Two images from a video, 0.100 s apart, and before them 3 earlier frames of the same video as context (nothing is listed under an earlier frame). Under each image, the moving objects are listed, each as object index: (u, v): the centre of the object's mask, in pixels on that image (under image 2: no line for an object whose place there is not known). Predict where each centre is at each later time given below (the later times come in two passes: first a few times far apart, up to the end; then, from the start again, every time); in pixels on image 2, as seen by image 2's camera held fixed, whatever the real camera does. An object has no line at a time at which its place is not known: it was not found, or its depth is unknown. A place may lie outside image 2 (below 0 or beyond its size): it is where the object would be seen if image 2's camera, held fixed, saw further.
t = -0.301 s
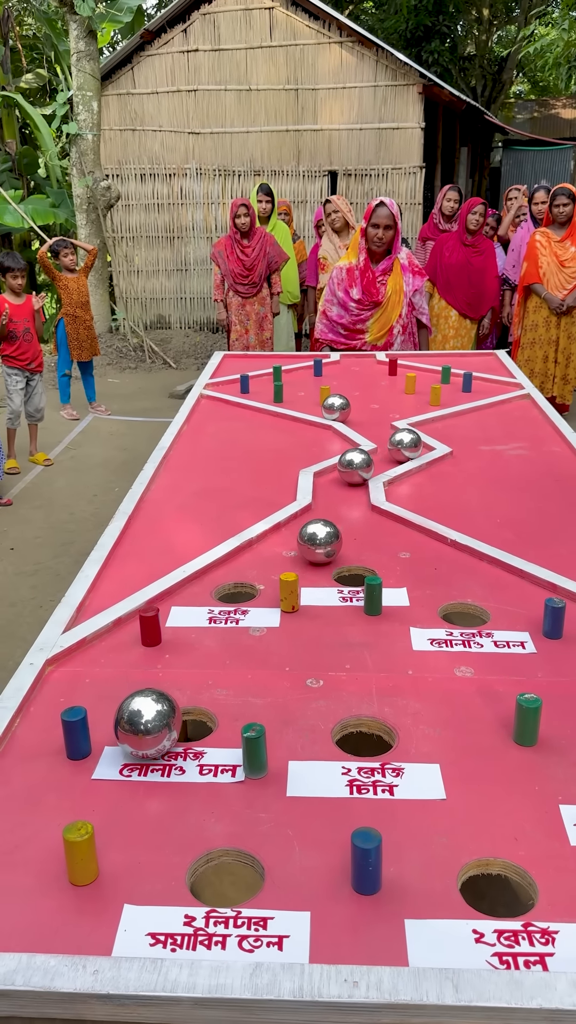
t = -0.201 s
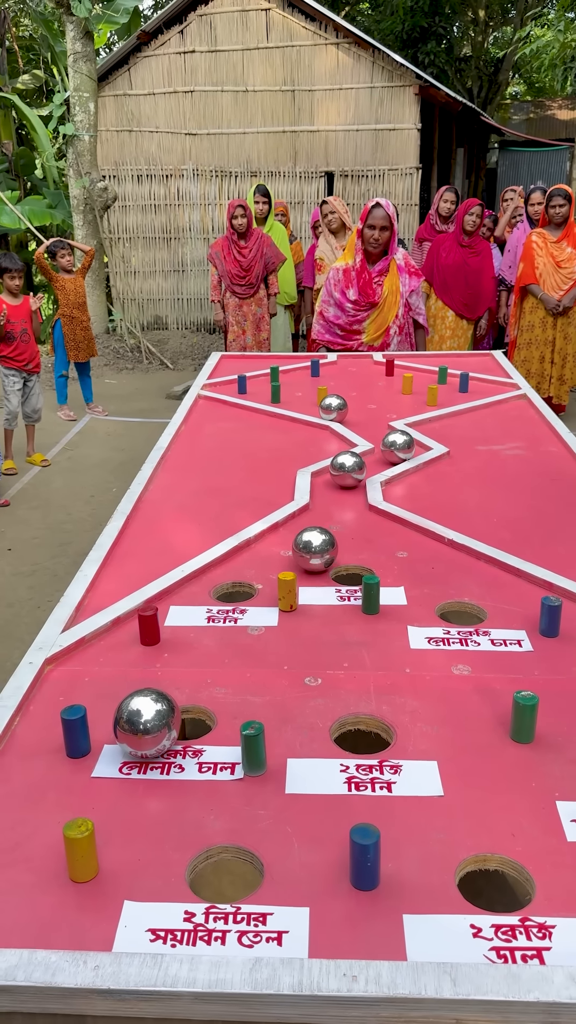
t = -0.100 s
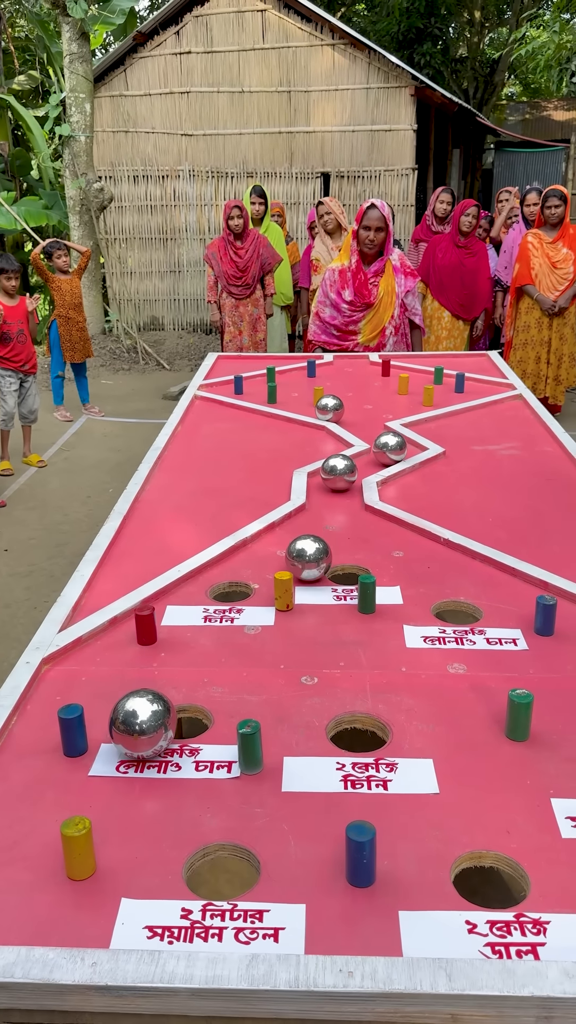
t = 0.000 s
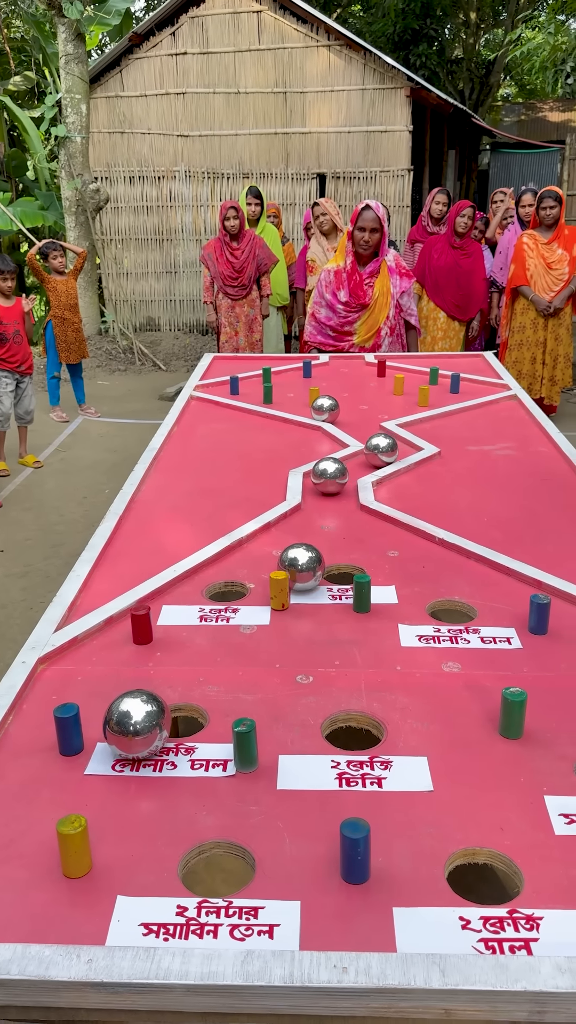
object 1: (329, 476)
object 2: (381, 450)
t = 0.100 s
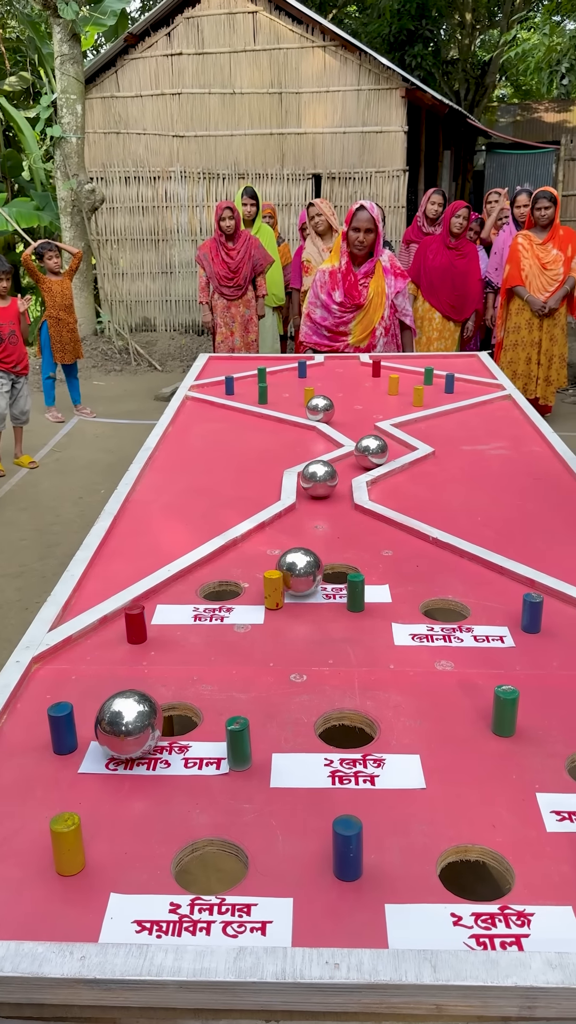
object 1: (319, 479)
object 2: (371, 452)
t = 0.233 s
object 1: (312, 484)
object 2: (365, 454)
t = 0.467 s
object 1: (312, 495)
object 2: (354, 459)
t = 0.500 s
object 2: (352, 460)
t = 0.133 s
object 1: (317, 480)
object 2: (370, 452)
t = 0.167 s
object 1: (316, 481)
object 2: (368, 453)
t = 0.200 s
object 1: (314, 482)
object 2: (367, 454)
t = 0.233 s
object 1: (312, 484)
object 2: (365, 454)
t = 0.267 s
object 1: (311, 485)
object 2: (364, 455)
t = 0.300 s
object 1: (312, 487)
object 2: (363, 456)
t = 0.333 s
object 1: (311, 488)
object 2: (361, 456)
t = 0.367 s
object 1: (312, 490)
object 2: (359, 457)
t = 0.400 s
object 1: (312, 491)
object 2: (357, 458)
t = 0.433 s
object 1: (312, 493)
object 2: (355, 459)
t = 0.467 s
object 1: (312, 495)
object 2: (354, 459)
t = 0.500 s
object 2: (352, 460)
